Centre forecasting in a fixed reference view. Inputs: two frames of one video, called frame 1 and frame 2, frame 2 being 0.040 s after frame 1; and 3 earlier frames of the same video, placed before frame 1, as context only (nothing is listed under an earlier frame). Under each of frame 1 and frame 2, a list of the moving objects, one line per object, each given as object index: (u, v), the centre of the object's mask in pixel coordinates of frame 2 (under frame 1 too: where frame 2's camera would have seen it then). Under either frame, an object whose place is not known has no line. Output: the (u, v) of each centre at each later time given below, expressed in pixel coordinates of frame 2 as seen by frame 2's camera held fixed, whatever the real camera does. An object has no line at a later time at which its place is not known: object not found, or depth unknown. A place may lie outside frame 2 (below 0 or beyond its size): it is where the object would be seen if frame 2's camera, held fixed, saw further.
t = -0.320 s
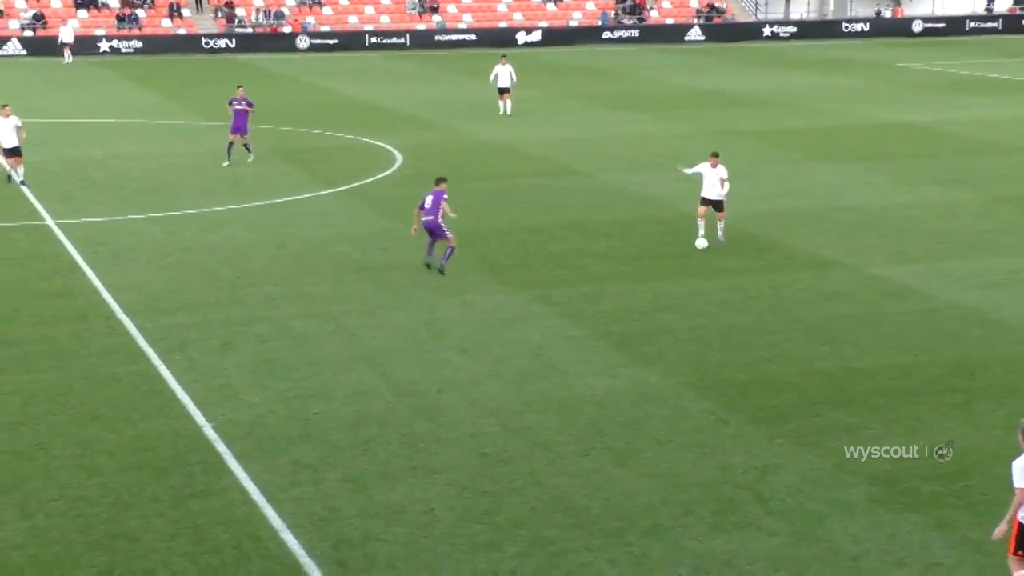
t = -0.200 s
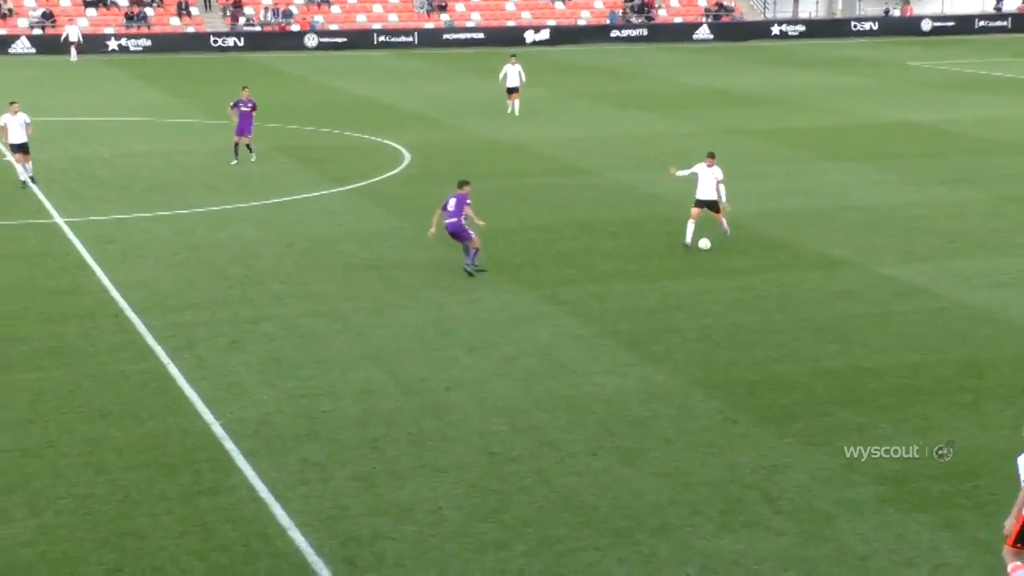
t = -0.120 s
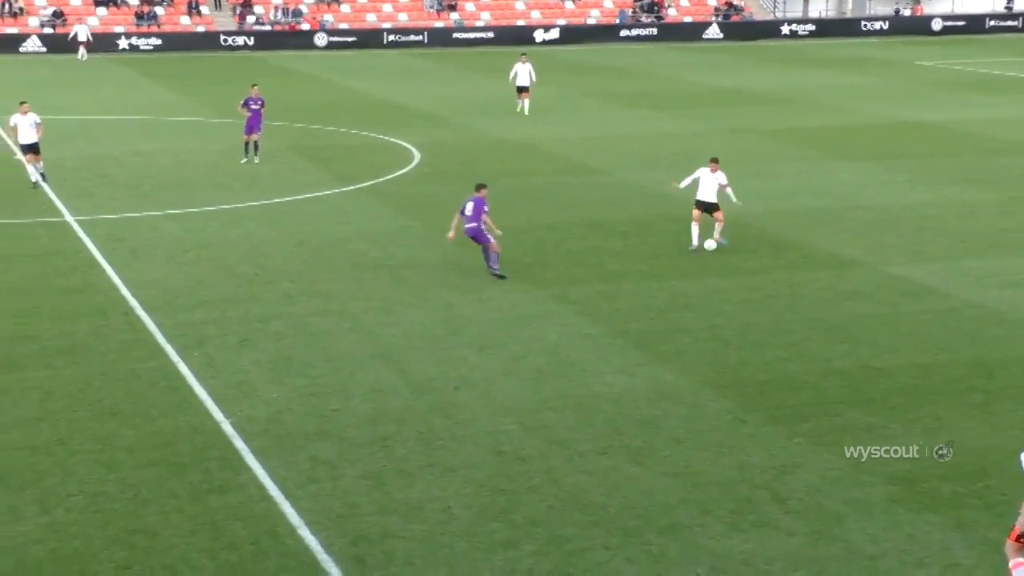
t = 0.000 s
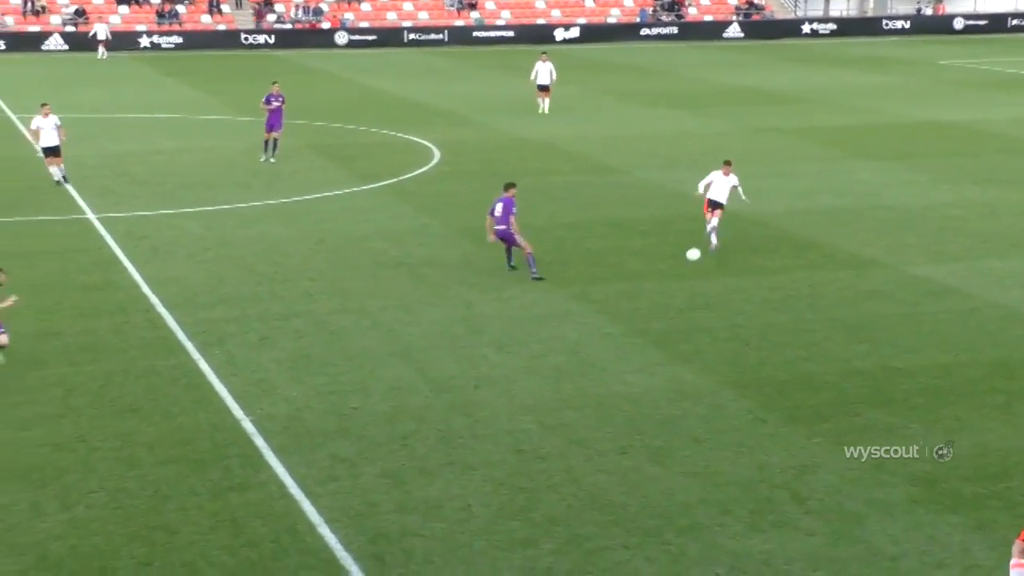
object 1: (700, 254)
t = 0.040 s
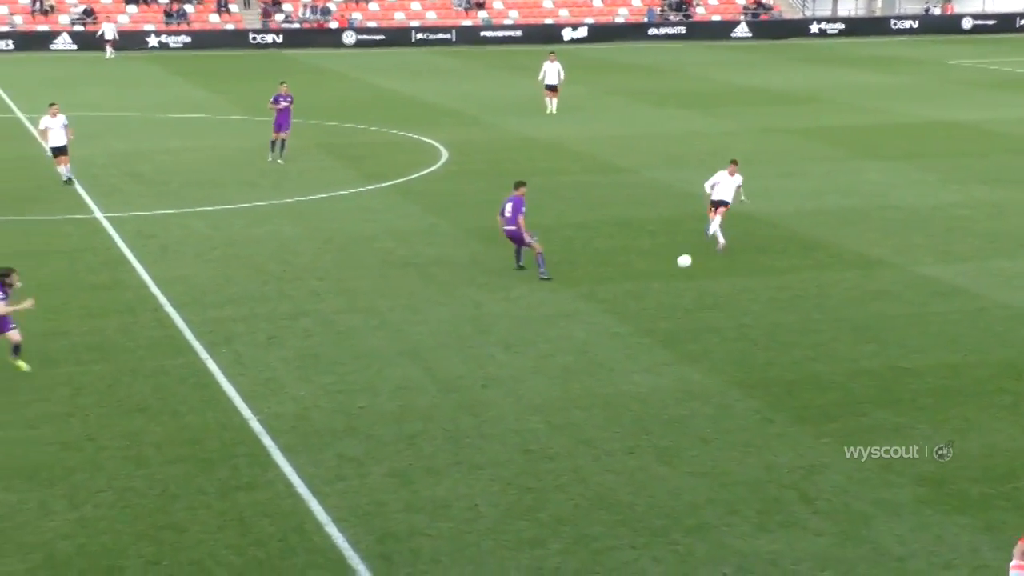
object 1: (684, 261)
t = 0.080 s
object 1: (666, 269)
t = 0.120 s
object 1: (648, 278)
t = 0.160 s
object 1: (627, 290)
